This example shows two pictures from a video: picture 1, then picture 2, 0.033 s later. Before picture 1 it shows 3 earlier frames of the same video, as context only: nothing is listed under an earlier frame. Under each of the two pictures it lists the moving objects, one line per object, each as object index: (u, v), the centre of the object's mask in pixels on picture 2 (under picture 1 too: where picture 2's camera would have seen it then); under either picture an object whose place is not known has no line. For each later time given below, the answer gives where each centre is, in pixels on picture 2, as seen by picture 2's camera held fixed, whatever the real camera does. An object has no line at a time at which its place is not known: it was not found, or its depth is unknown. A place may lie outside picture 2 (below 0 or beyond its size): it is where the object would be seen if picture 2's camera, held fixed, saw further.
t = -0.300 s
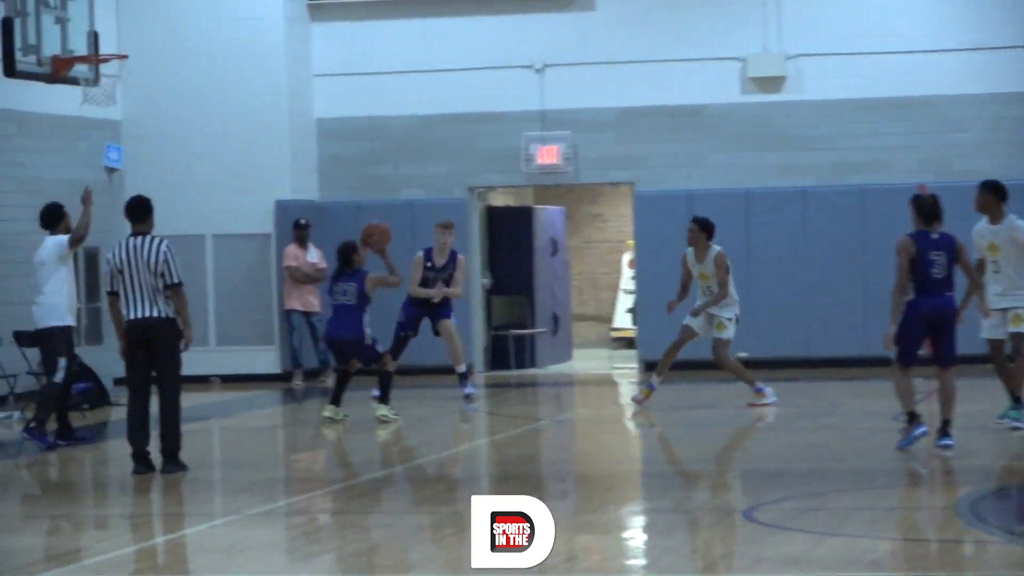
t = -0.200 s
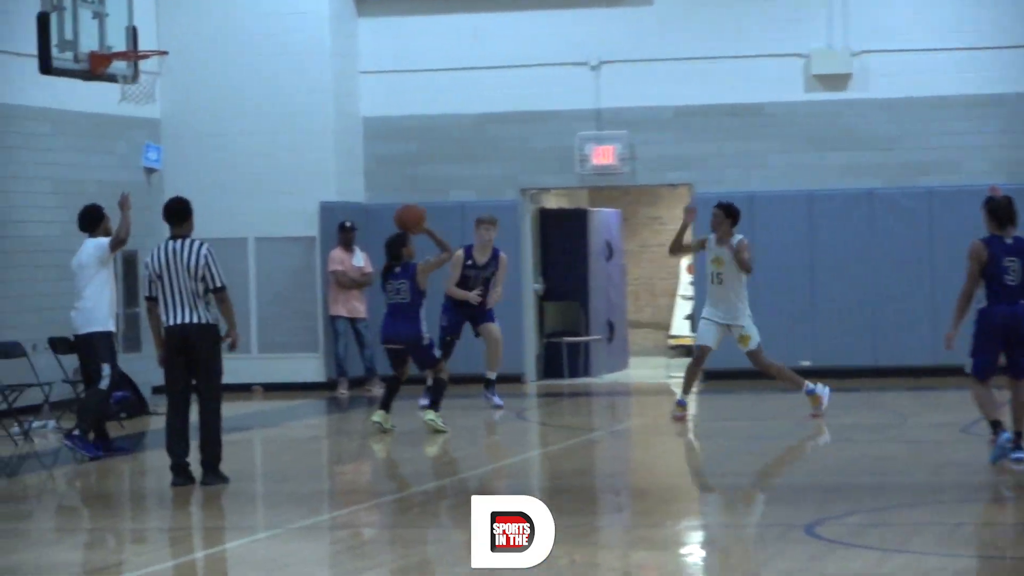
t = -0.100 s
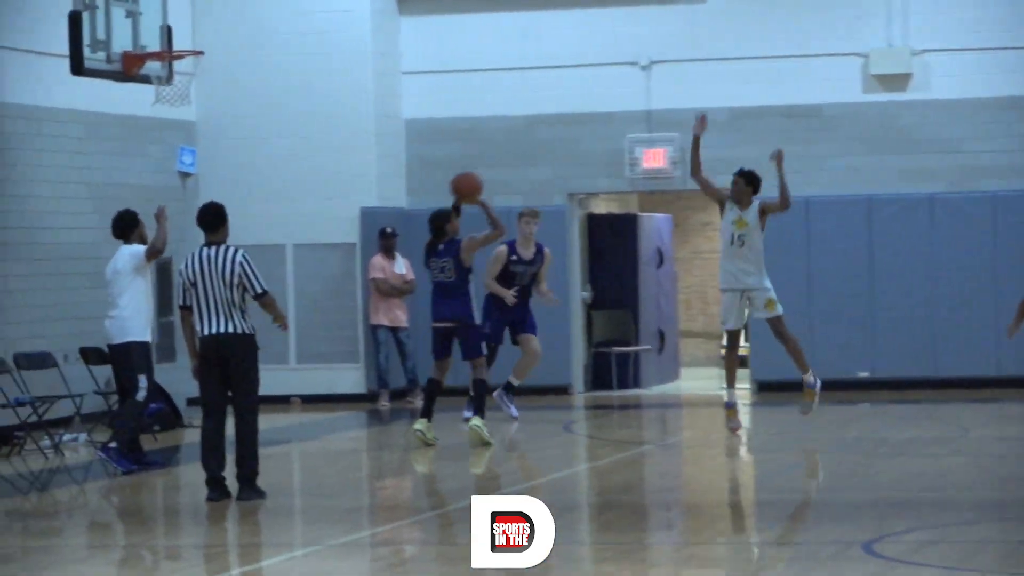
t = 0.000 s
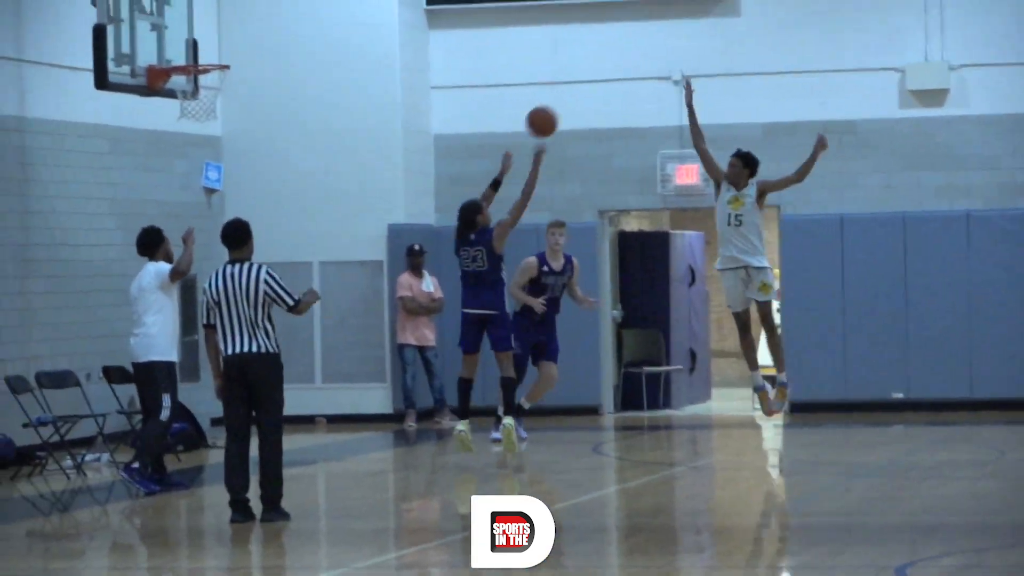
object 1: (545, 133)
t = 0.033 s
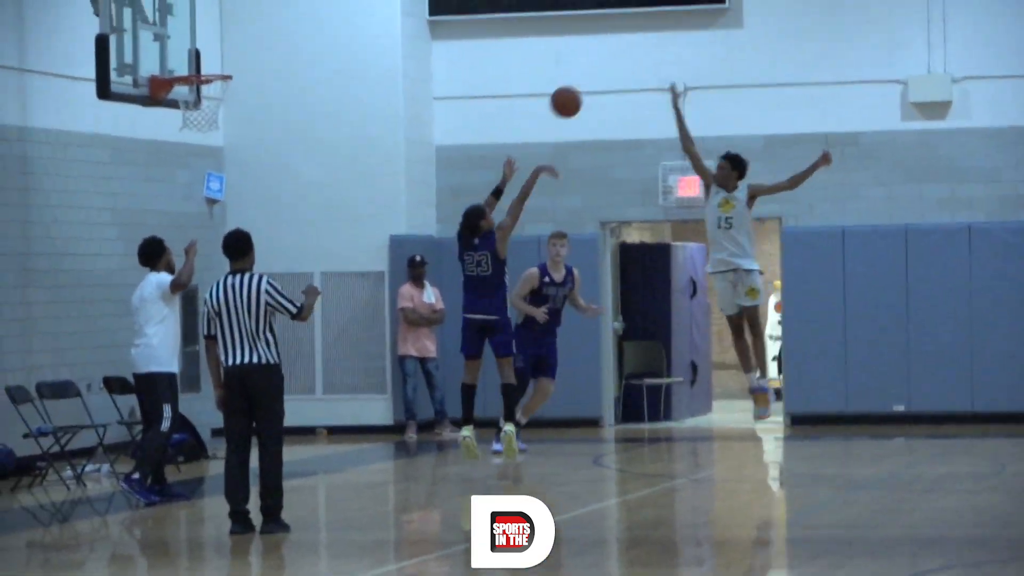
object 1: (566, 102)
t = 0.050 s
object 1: (576, 86)
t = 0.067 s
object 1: (587, 71)
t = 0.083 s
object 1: (598, 57)
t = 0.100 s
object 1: (608, 43)
